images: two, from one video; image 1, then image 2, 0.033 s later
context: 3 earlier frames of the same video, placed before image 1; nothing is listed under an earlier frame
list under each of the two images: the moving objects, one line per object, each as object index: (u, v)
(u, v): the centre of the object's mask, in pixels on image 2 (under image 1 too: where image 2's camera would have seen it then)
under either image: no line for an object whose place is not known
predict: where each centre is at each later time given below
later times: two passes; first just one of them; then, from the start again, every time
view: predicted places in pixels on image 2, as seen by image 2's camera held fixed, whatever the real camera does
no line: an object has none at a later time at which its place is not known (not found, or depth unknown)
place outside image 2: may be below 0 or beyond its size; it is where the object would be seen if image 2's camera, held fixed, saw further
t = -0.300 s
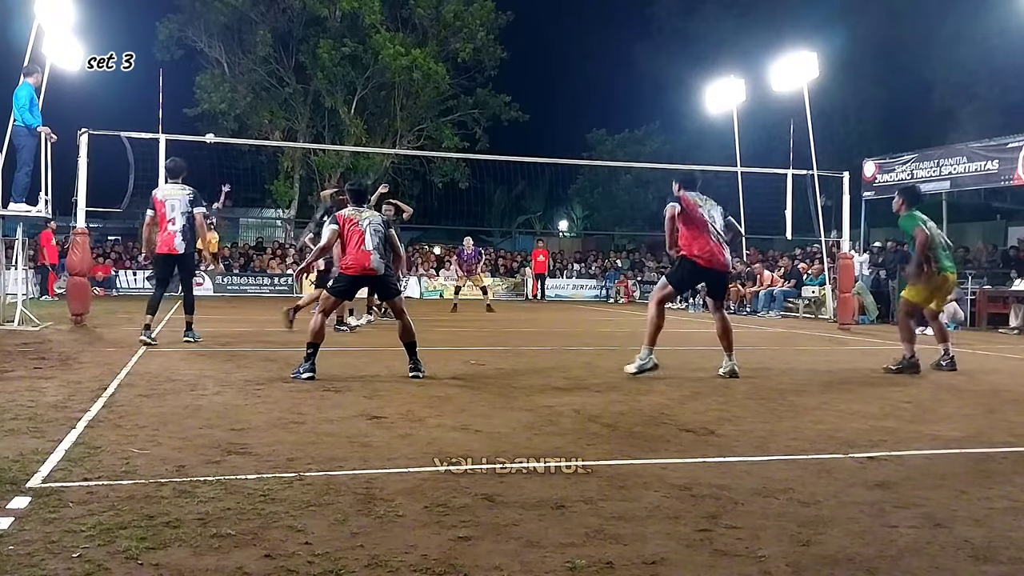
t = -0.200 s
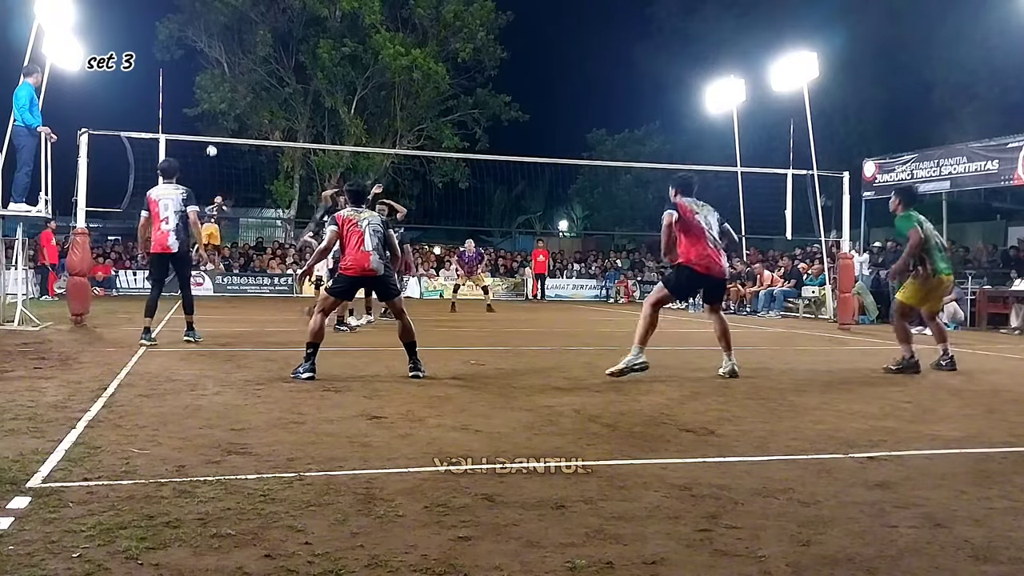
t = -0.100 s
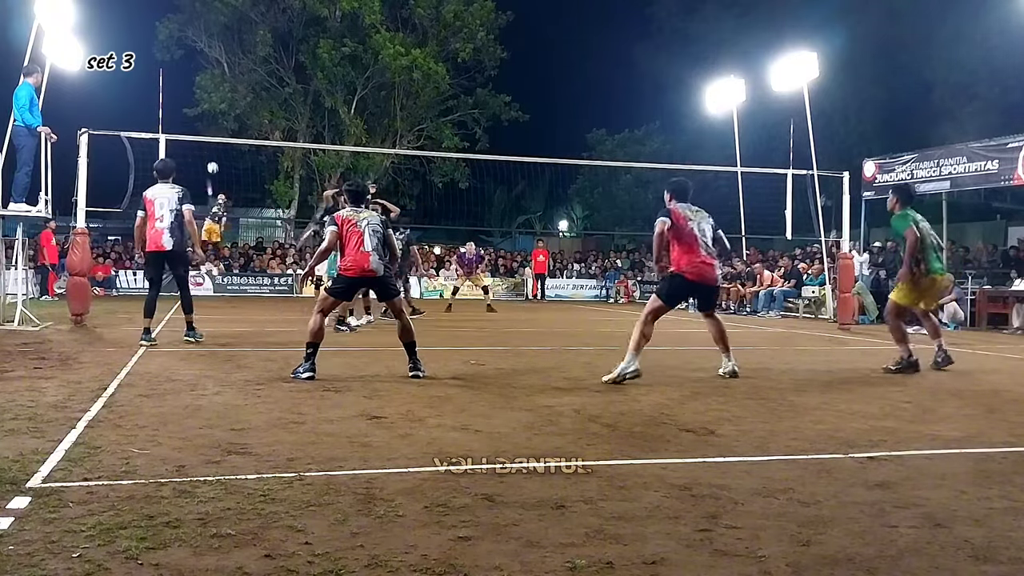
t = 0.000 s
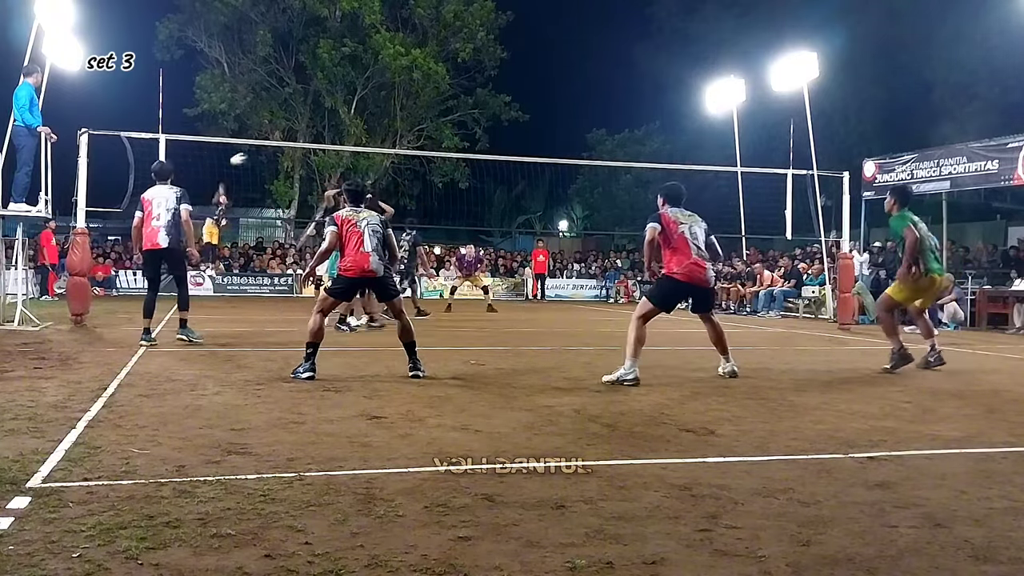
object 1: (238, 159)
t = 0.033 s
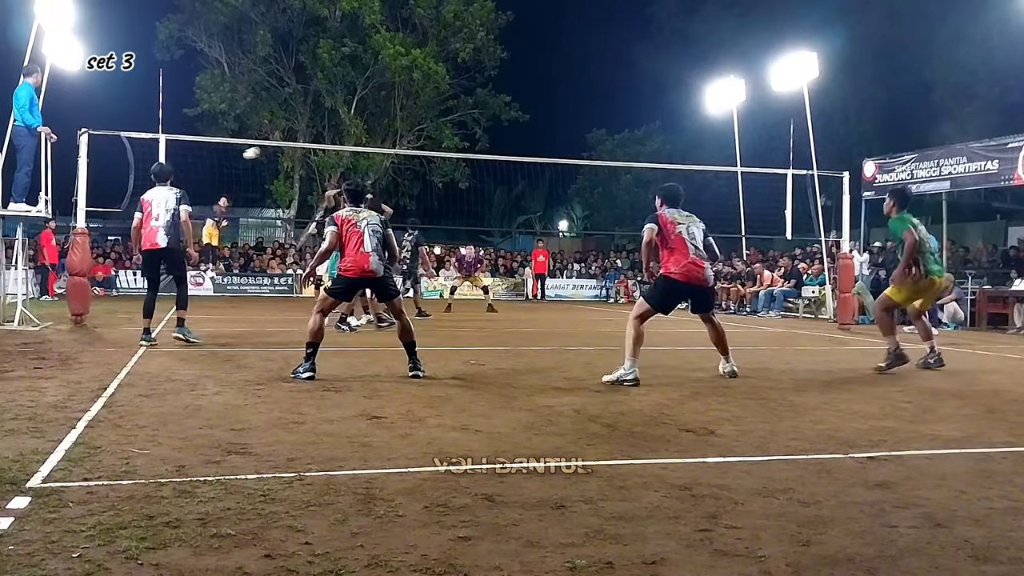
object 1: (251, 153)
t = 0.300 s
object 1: (398, 130)
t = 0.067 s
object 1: (265, 148)
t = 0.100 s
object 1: (282, 141)
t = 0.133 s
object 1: (298, 138)
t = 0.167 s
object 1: (315, 136)
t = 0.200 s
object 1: (333, 133)
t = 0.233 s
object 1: (354, 131)
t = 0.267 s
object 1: (375, 130)
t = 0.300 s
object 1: (398, 130)
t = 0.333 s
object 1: (422, 131)
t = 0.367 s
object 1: (449, 133)
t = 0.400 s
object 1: (479, 137)
